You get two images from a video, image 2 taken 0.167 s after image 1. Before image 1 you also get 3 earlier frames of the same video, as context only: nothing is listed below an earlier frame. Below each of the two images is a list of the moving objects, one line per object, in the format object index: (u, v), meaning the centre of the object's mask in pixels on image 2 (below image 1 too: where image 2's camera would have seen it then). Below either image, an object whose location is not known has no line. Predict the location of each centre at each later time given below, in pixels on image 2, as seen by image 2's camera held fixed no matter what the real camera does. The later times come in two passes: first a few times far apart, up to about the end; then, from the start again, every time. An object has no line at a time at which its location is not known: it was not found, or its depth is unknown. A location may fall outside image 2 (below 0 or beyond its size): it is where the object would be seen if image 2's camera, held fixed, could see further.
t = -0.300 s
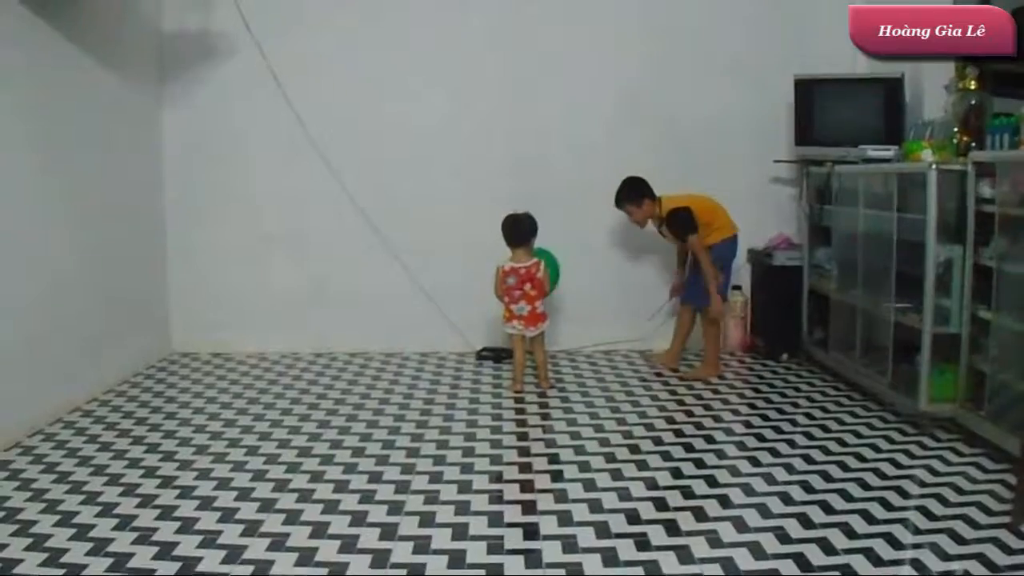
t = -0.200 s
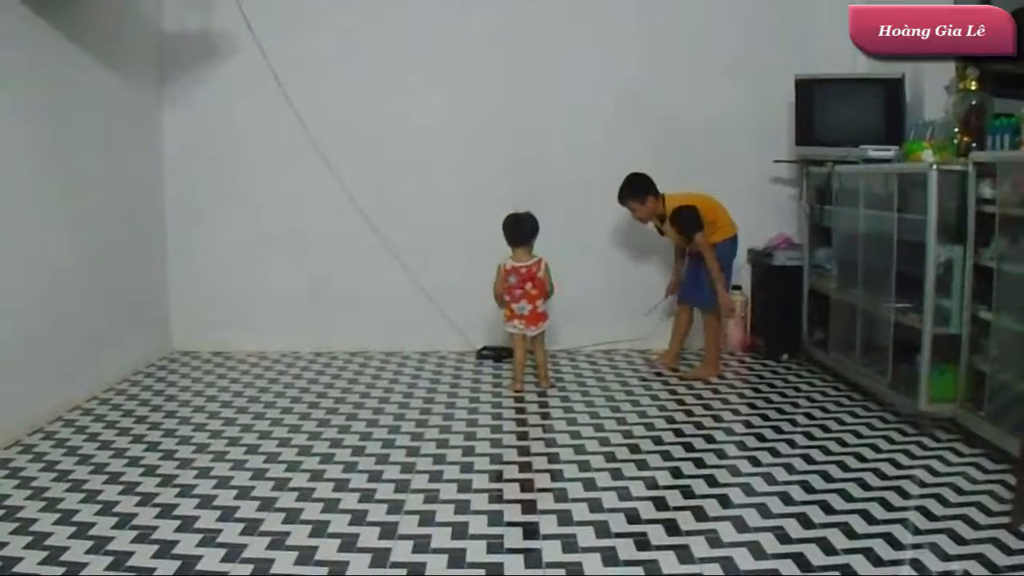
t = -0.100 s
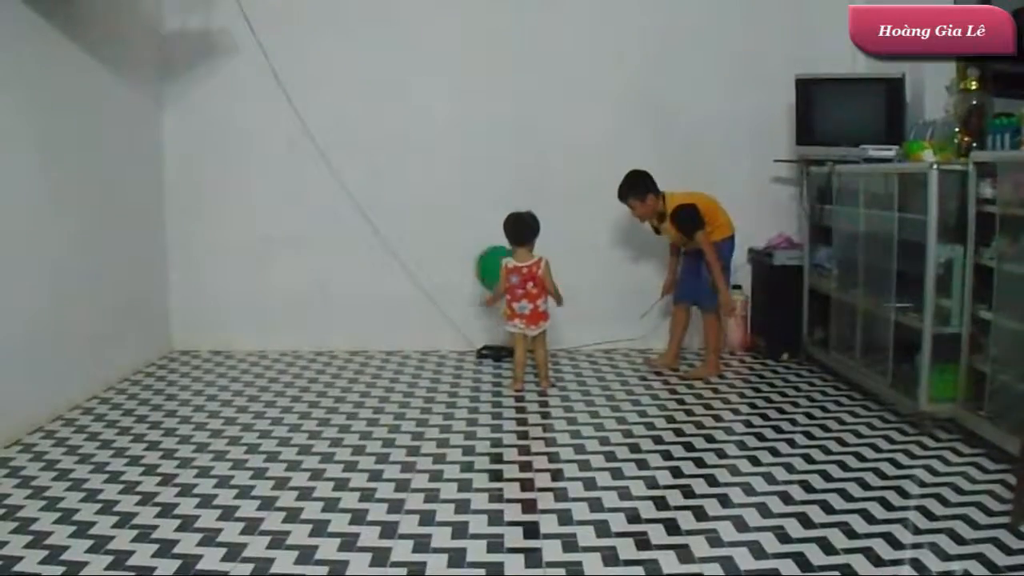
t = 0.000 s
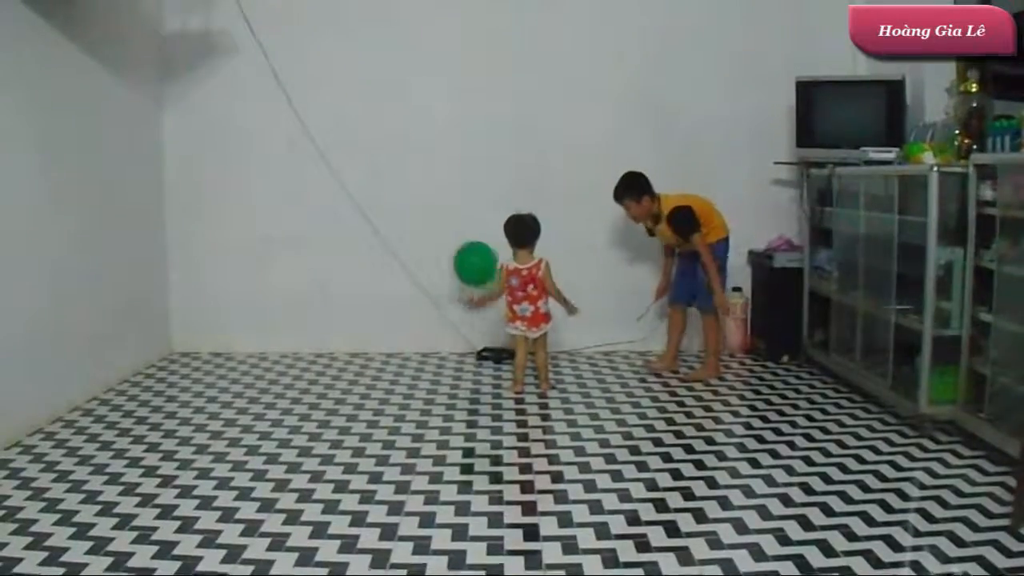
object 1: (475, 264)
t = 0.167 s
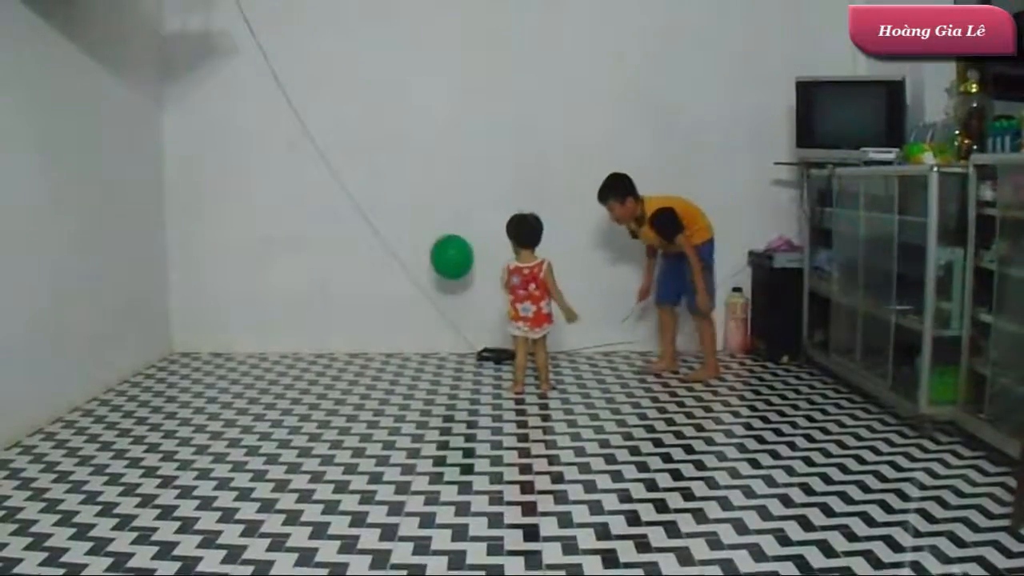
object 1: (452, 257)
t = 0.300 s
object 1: (441, 259)
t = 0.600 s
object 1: (432, 278)
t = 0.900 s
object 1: (436, 313)
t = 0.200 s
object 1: (448, 257)
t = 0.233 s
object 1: (446, 257)
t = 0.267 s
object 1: (443, 258)
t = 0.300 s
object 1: (441, 259)
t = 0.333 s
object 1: (439, 262)
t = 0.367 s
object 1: (437, 264)
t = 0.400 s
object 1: (436, 265)
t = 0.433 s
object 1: (435, 267)
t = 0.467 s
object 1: (435, 267)
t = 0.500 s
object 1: (434, 270)
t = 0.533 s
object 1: (434, 272)
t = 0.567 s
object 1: (433, 274)
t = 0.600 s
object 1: (432, 278)
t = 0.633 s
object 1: (432, 281)
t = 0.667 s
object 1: (432, 285)
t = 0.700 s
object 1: (432, 290)
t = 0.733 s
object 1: (432, 294)
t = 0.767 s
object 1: (432, 298)
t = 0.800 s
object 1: (432, 302)
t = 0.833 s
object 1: (433, 306)
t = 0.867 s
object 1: (434, 310)
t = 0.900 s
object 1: (436, 313)
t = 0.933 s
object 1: (438, 317)
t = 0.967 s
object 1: (440, 319)
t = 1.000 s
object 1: (443, 322)
